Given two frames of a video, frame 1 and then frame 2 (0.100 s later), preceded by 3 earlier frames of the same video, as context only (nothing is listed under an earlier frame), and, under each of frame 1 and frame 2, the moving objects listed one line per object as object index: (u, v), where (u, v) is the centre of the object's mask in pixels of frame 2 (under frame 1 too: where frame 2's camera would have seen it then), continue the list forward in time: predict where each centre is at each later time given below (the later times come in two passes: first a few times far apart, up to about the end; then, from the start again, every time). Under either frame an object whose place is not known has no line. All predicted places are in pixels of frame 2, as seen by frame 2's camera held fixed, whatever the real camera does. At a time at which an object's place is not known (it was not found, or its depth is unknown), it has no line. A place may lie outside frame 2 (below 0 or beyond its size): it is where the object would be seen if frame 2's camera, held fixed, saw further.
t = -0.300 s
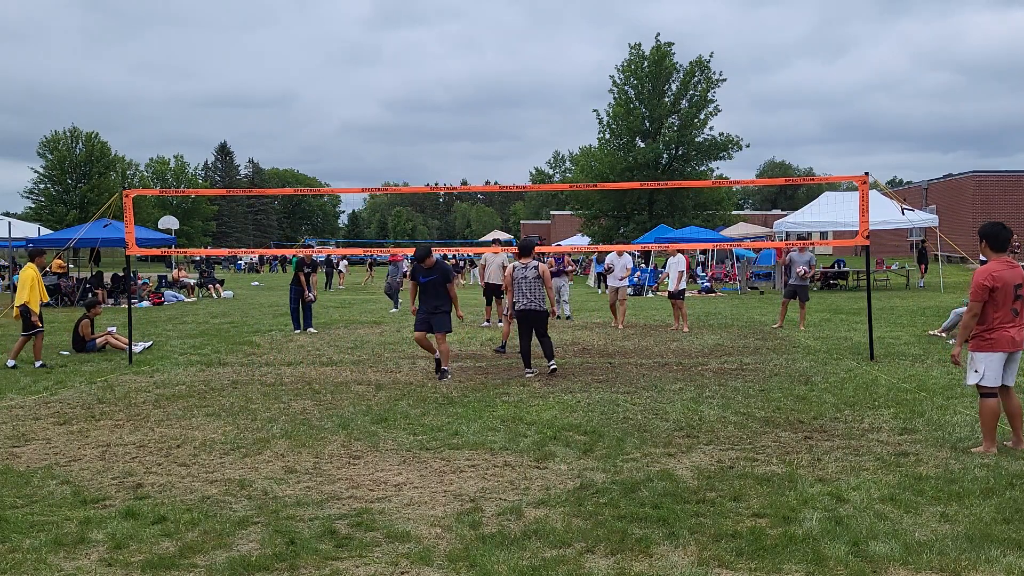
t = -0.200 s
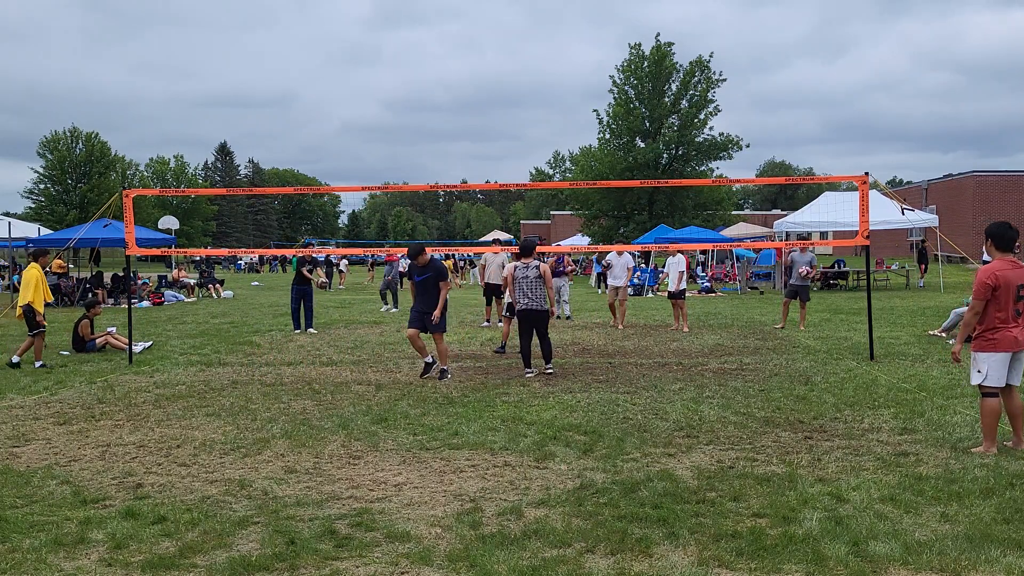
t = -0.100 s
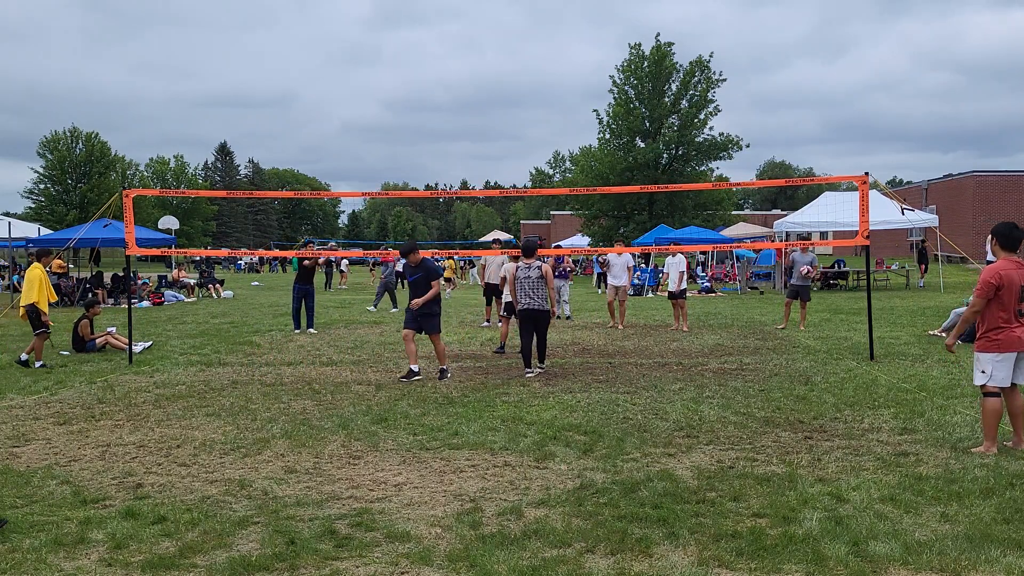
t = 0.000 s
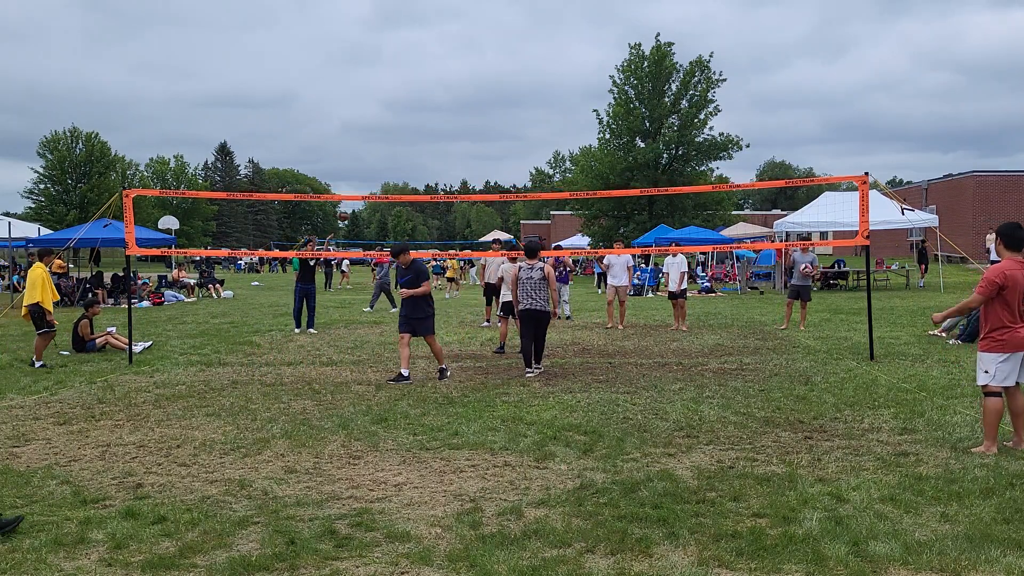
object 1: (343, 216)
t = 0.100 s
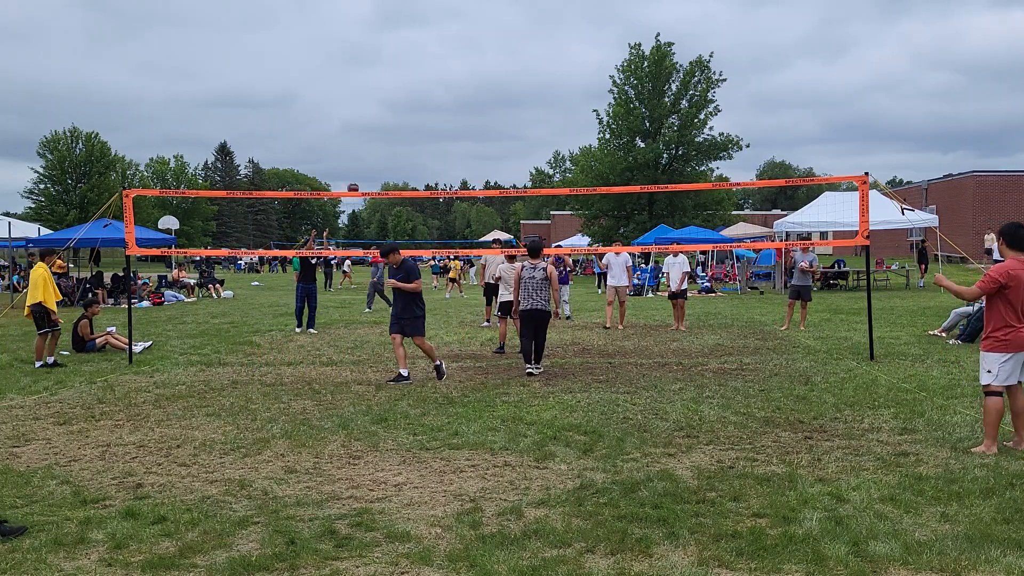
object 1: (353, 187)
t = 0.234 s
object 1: (367, 160)
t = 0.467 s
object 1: (394, 134)
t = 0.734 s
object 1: (426, 144)
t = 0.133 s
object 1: (356, 180)
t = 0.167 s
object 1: (360, 173)
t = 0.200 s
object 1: (364, 166)
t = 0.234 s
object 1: (367, 160)
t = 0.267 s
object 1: (371, 154)
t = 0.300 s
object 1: (375, 149)
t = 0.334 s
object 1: (378, 145)
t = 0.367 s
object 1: (382, 141)
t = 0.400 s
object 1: (386, 138)
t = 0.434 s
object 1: (390, 136)
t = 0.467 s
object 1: (394, 134)
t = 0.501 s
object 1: (398, 133)
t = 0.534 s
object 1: (402, 133)
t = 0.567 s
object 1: (406, 133)
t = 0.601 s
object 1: (410, 134)
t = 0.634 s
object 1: (414, 135)
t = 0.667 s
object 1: (418, 138)
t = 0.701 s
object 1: (422, 141)
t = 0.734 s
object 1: (426, 144)
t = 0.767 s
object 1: (430, 149)
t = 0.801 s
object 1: (434, 154)
